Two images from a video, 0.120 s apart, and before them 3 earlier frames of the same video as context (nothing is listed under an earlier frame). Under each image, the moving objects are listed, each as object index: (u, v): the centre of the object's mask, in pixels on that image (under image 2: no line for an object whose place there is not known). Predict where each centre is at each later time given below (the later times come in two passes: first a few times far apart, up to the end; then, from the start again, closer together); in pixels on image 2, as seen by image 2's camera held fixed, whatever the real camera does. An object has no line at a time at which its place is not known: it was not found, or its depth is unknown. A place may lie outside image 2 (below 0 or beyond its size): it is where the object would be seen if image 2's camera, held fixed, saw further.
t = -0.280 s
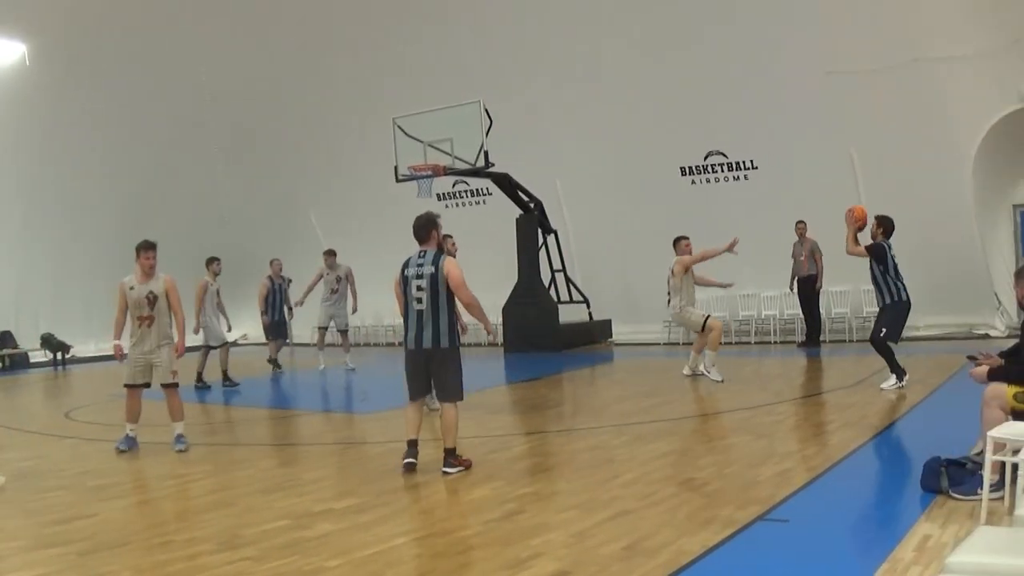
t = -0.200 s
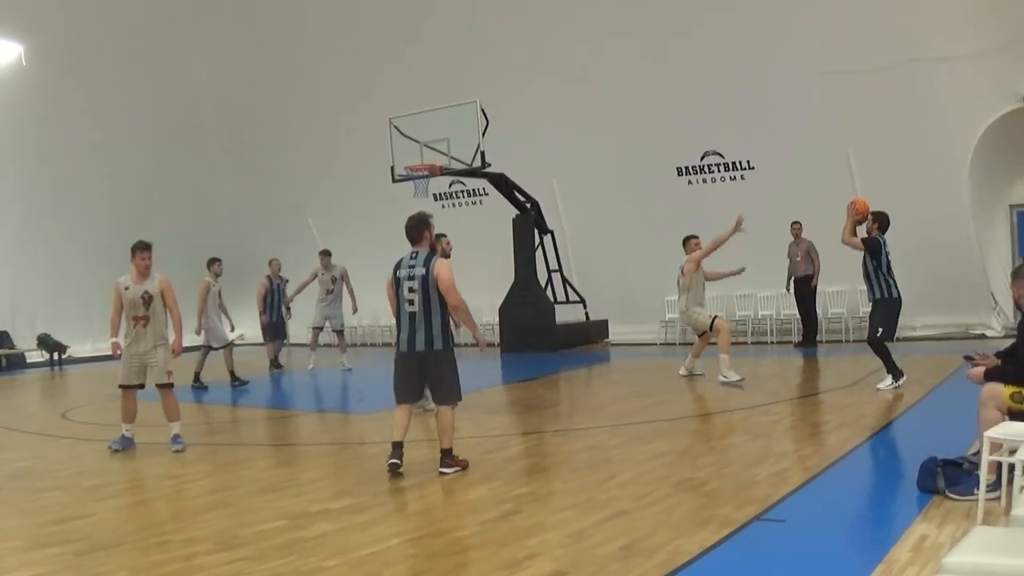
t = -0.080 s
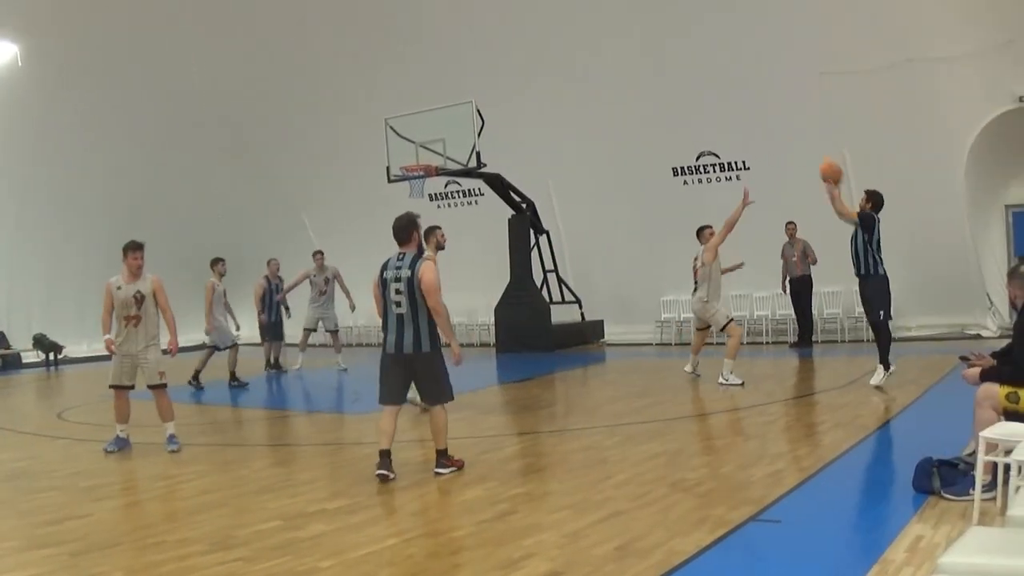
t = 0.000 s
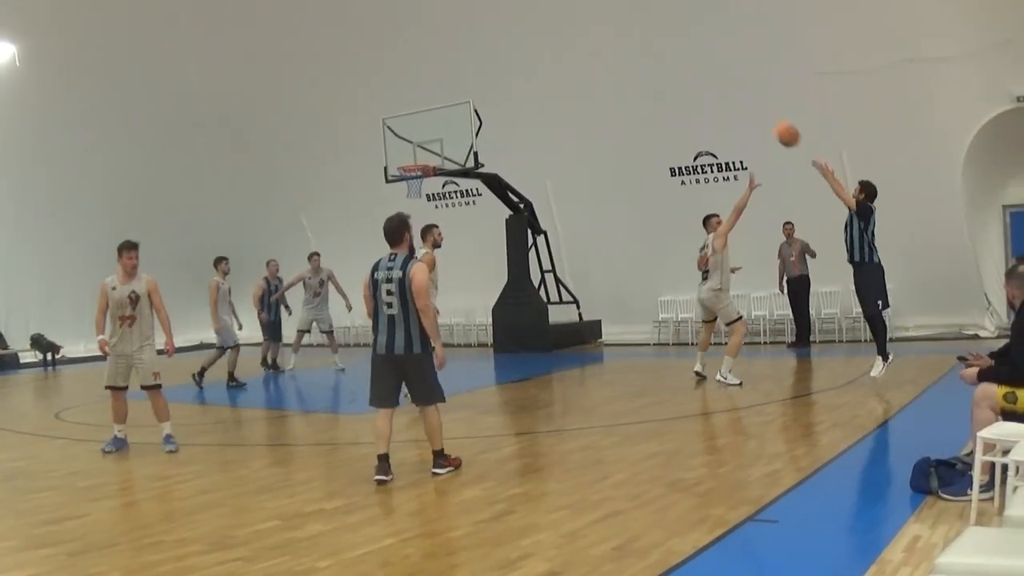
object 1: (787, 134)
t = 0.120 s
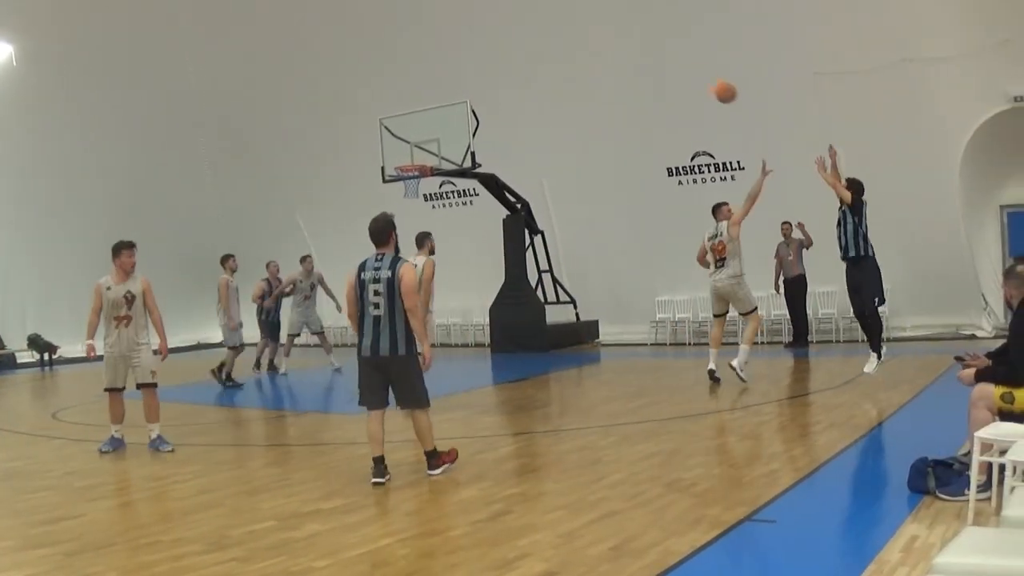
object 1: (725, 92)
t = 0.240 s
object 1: (670, 64)
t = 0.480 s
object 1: (577, 50)
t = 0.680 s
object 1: (514, 71)
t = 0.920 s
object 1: (449, 127)
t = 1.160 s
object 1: (449, 180)
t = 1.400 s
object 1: (505, 248)
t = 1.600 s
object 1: (558, 348)
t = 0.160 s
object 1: (705, 81)
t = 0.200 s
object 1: (688, 72)
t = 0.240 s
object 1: (670, 64)
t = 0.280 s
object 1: (653, 59)
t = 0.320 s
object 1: (637, 55)
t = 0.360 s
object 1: (621, 52)
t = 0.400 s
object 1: (606, 50)
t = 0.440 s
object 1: (592, 49)
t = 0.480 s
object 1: (577, 50)
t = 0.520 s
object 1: (564, 52)
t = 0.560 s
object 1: (550, 55)
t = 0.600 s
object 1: (538, 60)
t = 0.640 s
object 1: (526, 65)
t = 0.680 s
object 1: (514, 71)
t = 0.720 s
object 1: (502, 78)
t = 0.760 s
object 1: (491, 86)
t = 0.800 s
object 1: (480, 95)
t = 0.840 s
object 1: (469, 105)
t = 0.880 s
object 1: (459, 116)
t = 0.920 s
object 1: (449, 127)
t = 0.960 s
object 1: (440, 139)
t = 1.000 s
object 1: (430, 153)
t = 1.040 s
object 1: (426, 165)
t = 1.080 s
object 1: (433, 168)
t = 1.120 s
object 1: (440, 173)
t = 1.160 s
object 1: (449, 180)
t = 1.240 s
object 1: (465, 196)
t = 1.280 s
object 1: (475, 207)
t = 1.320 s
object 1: (484, 219)
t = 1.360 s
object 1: (493, 232)
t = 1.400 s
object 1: (505, 248)
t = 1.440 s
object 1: (515, 265)
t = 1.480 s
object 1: (524, 283)
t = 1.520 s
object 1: (536, 305)
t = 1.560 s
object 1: (547, 326)
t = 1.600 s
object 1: (558, 348)
